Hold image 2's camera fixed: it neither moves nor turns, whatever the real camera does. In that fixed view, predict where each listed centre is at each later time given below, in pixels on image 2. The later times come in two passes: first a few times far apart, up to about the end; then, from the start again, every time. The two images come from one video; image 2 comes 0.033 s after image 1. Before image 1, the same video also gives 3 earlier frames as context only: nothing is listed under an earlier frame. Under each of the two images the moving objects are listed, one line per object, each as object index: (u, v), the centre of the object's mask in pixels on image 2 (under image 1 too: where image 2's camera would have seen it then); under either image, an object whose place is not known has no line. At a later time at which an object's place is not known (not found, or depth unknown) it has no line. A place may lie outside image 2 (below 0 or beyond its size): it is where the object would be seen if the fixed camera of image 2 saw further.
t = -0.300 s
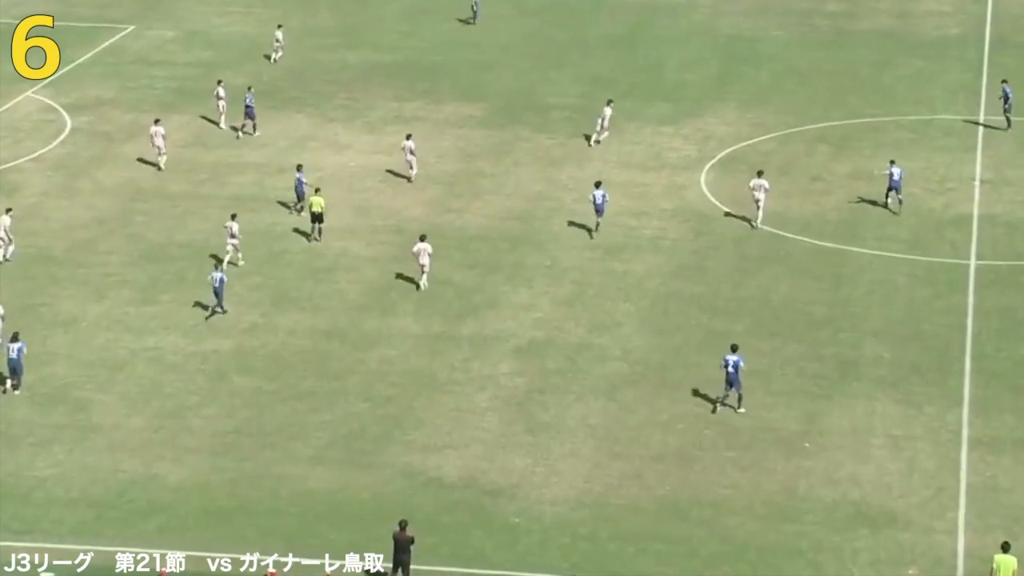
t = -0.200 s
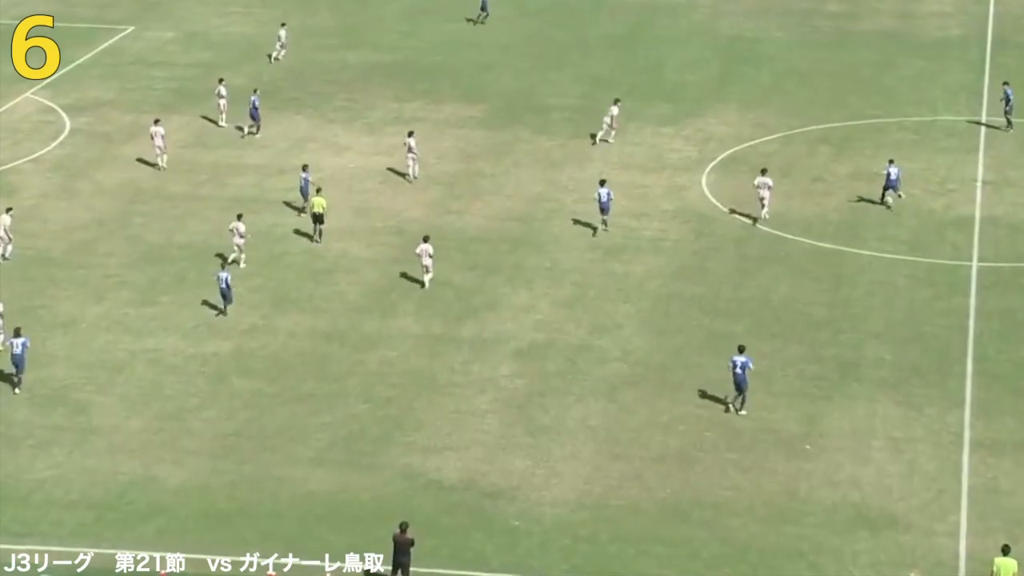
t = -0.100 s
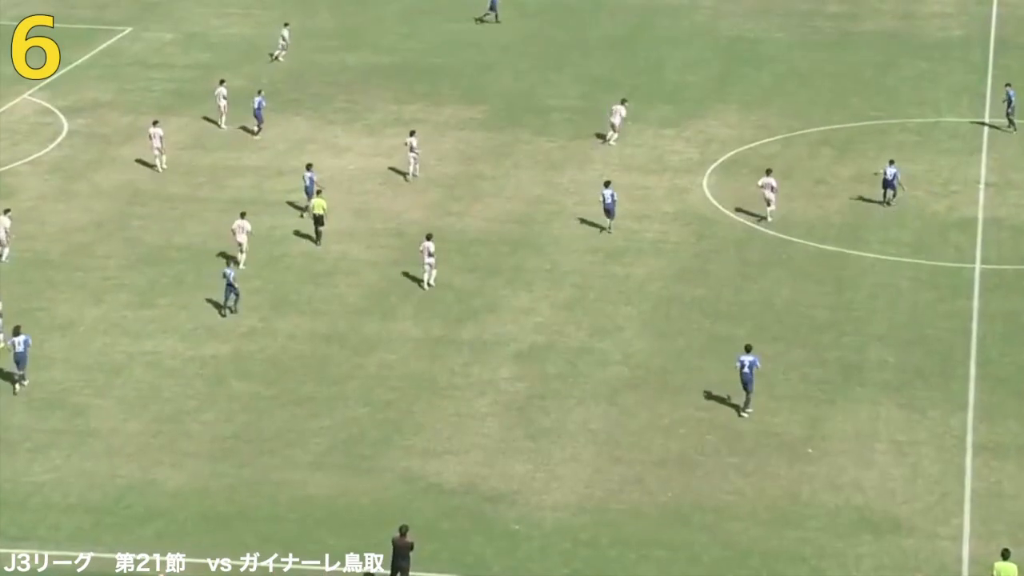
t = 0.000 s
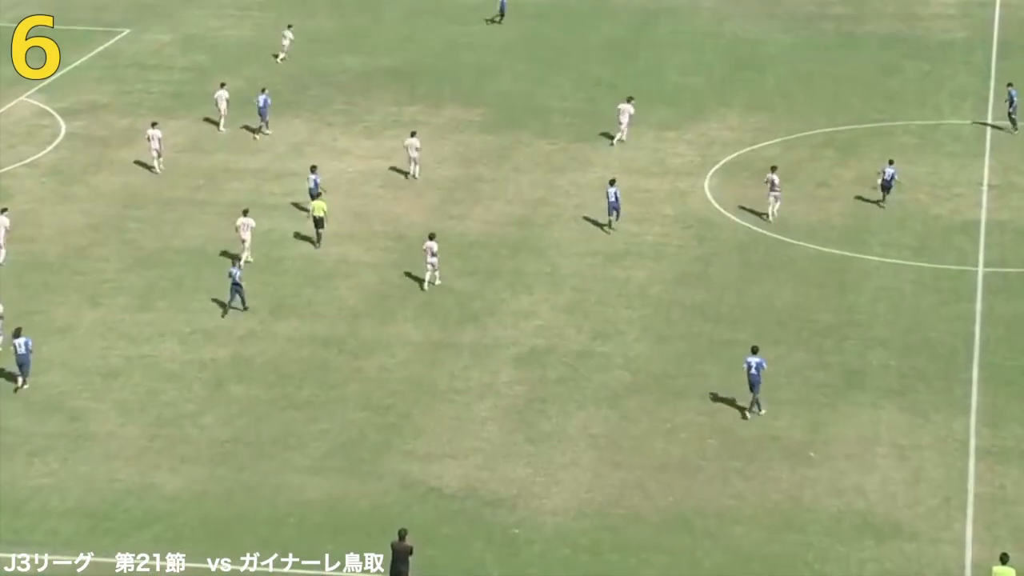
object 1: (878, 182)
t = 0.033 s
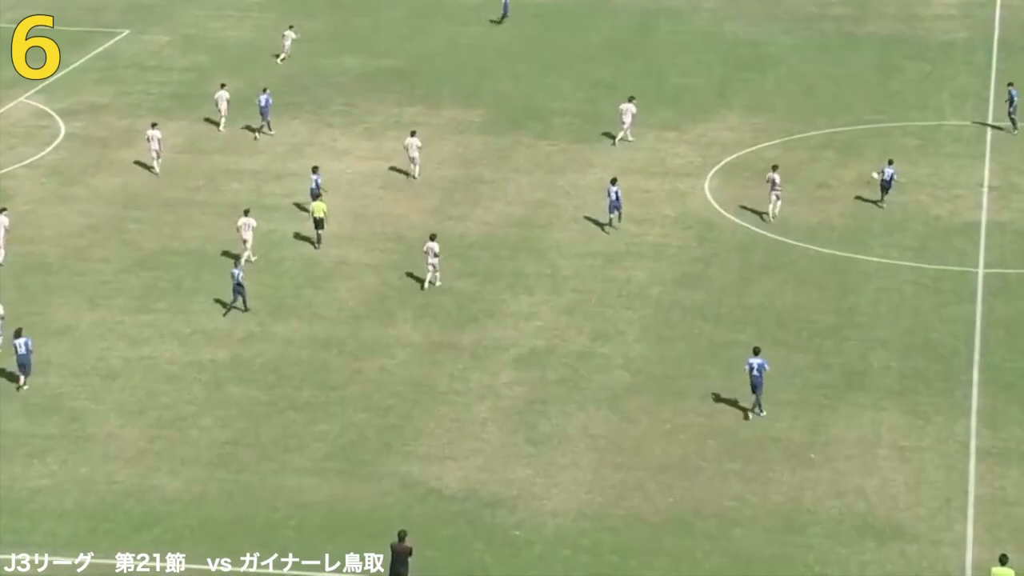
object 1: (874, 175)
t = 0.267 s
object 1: (838, 140)
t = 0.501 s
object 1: (799, 113)
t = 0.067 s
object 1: (870, 169)
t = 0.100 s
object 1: (865, 163)
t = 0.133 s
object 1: (859, 158)
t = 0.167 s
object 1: (854, 153)
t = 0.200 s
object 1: (849, 148)
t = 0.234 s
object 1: (842, 146)
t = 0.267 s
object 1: (838, 140)
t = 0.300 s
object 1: (831, 137)
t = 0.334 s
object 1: (826, 135)
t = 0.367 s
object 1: (820, 131)
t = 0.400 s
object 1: (816, 126)
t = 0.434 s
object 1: (810, 121)
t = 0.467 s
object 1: (804, 117)
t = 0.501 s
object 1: (799, 113)
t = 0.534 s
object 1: (796, 108)
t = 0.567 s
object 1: (791, 106)
